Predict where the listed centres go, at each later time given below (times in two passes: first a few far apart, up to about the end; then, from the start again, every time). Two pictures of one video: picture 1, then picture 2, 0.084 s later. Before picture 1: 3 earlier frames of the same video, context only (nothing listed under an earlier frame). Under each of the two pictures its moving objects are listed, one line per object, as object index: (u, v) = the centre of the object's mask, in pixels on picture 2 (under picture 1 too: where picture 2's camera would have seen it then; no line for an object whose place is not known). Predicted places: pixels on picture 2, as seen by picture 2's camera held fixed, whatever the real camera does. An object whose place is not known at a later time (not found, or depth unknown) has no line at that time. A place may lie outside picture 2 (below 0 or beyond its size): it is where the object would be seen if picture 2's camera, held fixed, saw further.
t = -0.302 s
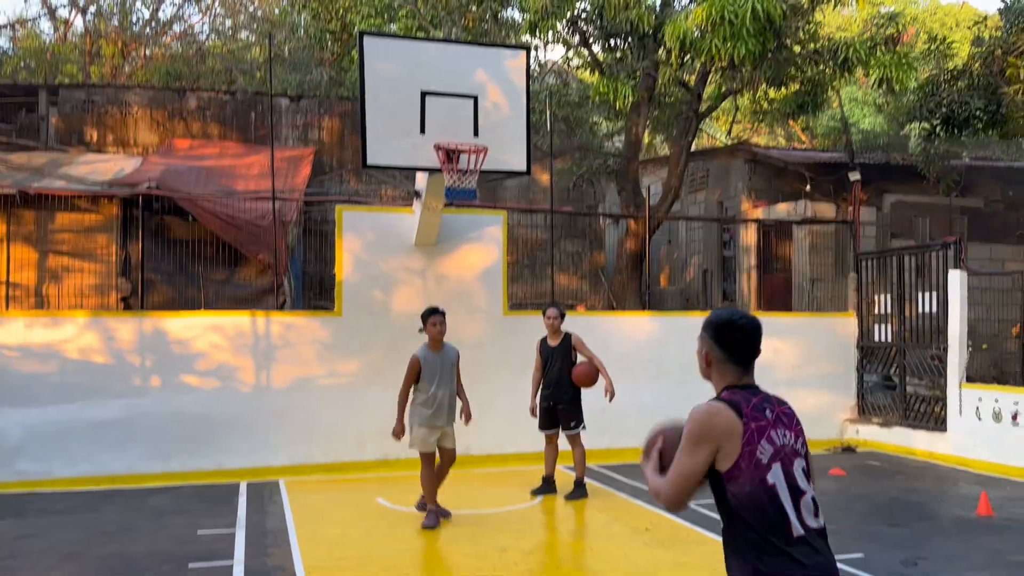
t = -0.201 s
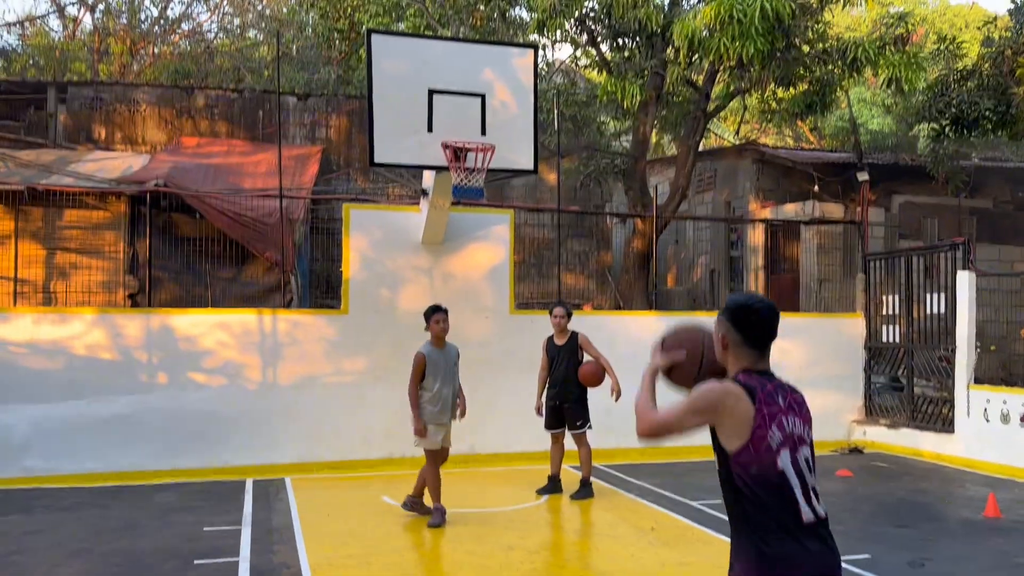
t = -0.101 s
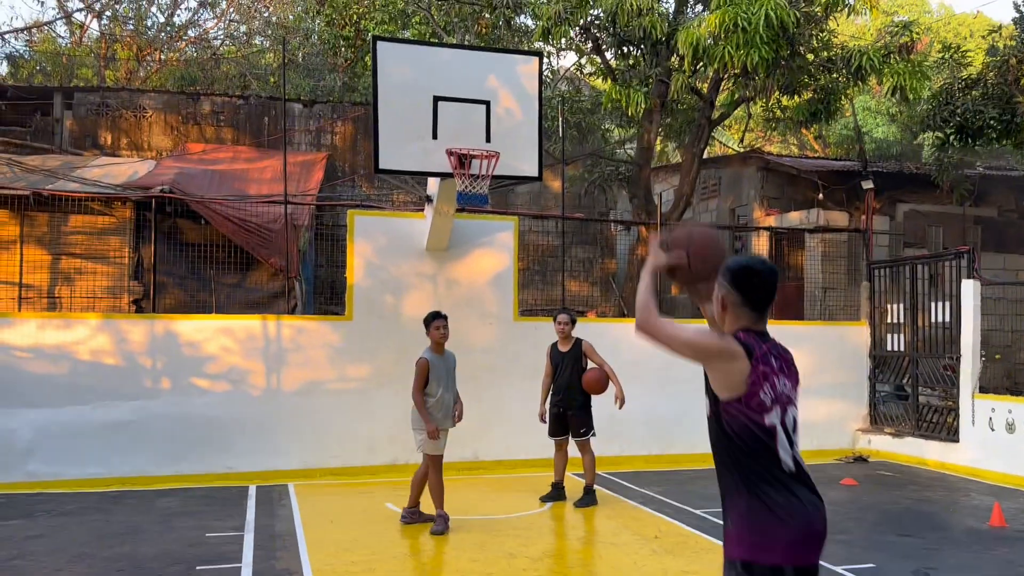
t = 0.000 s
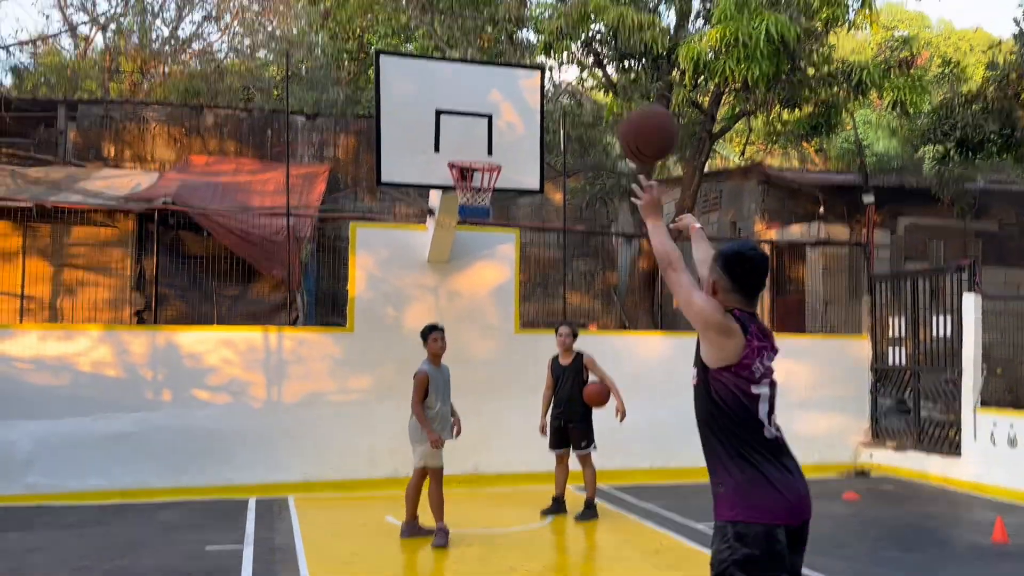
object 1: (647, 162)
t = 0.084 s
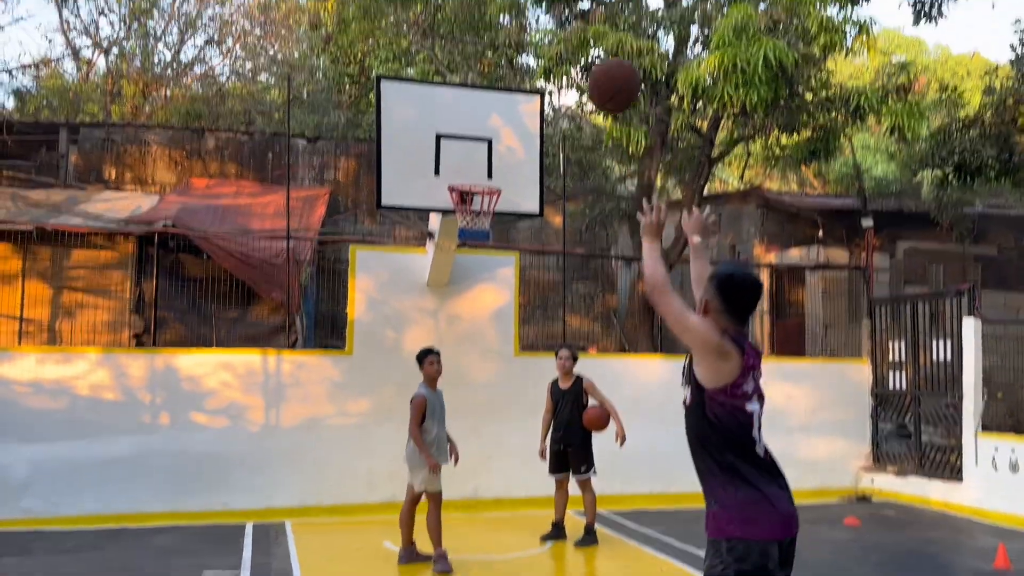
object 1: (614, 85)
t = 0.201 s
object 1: (578, 26)
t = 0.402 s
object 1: (533, 0)
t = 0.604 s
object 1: (501, 36)
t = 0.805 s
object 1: (475, 108)
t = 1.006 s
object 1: (450, 170)
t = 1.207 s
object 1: (413, 179)
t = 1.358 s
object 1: (383, 218)
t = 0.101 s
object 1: (608, 74)
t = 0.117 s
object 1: (603, 64)
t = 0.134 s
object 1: (598, 55)
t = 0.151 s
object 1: (592, 46)
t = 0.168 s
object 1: (587, 39)
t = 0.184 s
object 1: (582, 31)
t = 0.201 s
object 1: (578, 26)
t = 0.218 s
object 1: (574, 20)
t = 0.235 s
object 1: (569, 15)
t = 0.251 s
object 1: (565, 12)
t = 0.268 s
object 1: (561, 8)
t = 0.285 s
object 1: (557, 5)
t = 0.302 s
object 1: (553, 4)
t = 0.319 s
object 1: (550, 2)
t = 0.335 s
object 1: (546, 0)
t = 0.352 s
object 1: (543, 0)
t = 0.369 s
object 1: (539, -1)
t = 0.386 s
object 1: (536, -1)
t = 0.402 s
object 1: (533, 0)
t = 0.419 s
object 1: (531, 1)
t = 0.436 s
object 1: (527, 2)
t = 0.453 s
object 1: (524, 4)
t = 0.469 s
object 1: (521, 6)
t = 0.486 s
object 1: (519, 9)
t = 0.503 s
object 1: (516, 12)
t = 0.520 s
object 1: (513, 15)
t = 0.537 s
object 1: (511, 17)
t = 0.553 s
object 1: (508, 22)
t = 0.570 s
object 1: (506, 26)
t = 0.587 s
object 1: (503, 30)
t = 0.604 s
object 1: (501, 36)
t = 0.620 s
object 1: (498, 40)
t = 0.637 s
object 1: (497, 45)
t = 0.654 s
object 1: (493, 52)
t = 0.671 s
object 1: (491, 56)
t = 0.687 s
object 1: (489, 62)
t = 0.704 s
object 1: (487, 68)
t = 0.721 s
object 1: (485, 72)
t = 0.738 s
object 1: (482, 79)
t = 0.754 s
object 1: (481, 86)
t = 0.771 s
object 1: (479, 93)
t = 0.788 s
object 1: (477, 100)
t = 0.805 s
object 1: (475, 108)
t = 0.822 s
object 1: (473, 115)
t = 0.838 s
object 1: (471, 123)
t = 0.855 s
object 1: (470, 130)
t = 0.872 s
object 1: (468, 138)
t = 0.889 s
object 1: (466, 146)
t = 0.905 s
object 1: (464, 155)
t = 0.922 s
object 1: (462, 163)
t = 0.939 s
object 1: (461, 171)
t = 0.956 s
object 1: (459, 174)
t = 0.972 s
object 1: (456, 172)
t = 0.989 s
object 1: (453, 171)
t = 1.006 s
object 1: (450, 170)
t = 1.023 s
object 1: (447, 169)
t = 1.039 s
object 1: (444, 168)
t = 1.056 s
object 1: (441, 167)
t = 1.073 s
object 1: (438, 168)
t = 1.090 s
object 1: (435, 168)
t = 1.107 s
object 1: (432, 168)
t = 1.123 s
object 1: (429, 169)
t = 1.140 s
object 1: (426, 170)
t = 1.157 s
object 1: (423, 172)
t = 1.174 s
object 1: (420, 174)
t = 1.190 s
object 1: (417, 176)
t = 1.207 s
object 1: (413, 179)
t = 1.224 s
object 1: (410, 182)
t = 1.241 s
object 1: (407, 185)
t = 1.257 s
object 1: (403, 188)
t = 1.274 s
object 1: (400, 193)
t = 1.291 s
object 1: (396, 197)
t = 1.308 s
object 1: (393, 201)
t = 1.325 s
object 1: (390, 207)
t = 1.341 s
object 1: (386, 212)
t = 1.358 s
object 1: (383, 218)
